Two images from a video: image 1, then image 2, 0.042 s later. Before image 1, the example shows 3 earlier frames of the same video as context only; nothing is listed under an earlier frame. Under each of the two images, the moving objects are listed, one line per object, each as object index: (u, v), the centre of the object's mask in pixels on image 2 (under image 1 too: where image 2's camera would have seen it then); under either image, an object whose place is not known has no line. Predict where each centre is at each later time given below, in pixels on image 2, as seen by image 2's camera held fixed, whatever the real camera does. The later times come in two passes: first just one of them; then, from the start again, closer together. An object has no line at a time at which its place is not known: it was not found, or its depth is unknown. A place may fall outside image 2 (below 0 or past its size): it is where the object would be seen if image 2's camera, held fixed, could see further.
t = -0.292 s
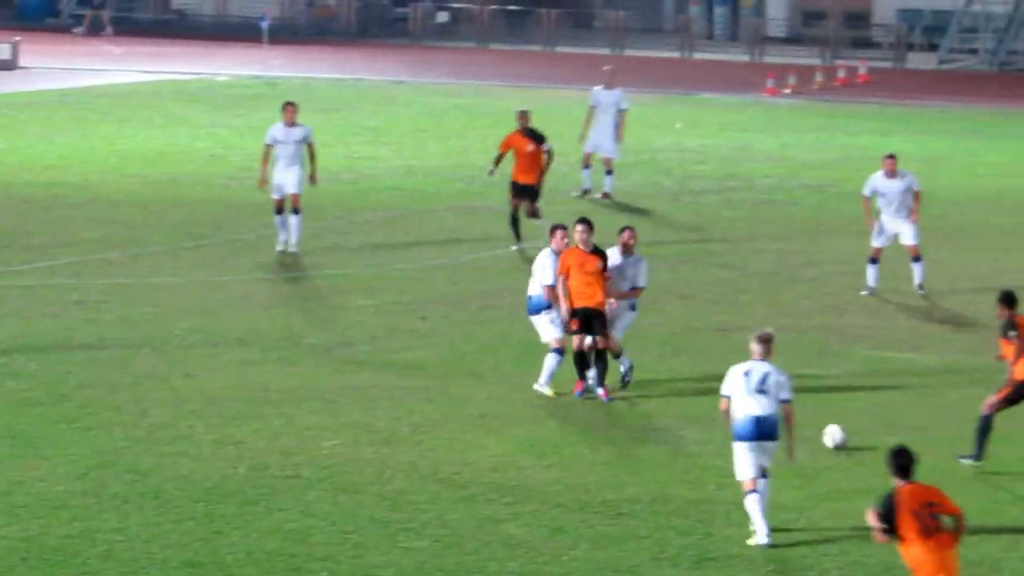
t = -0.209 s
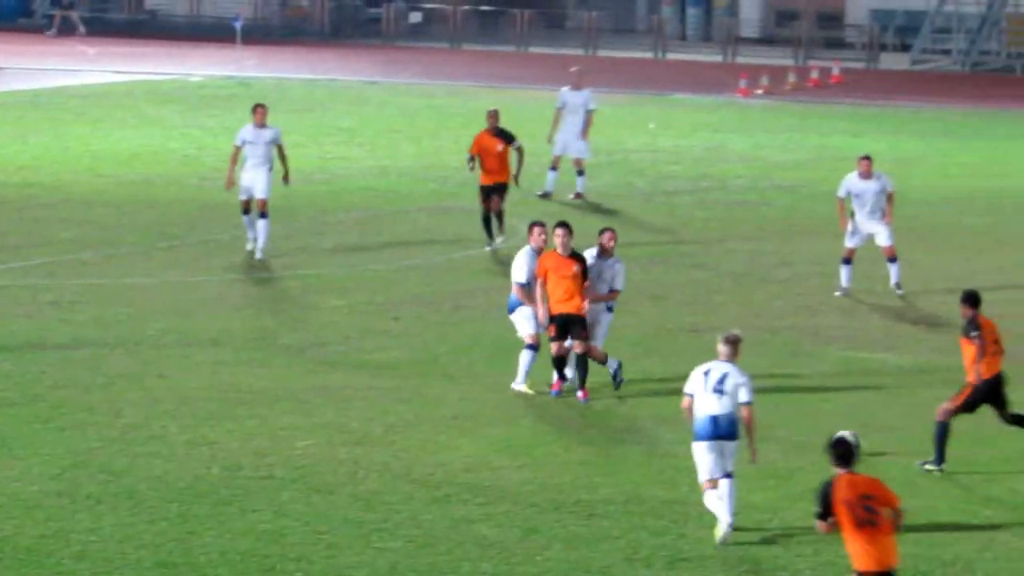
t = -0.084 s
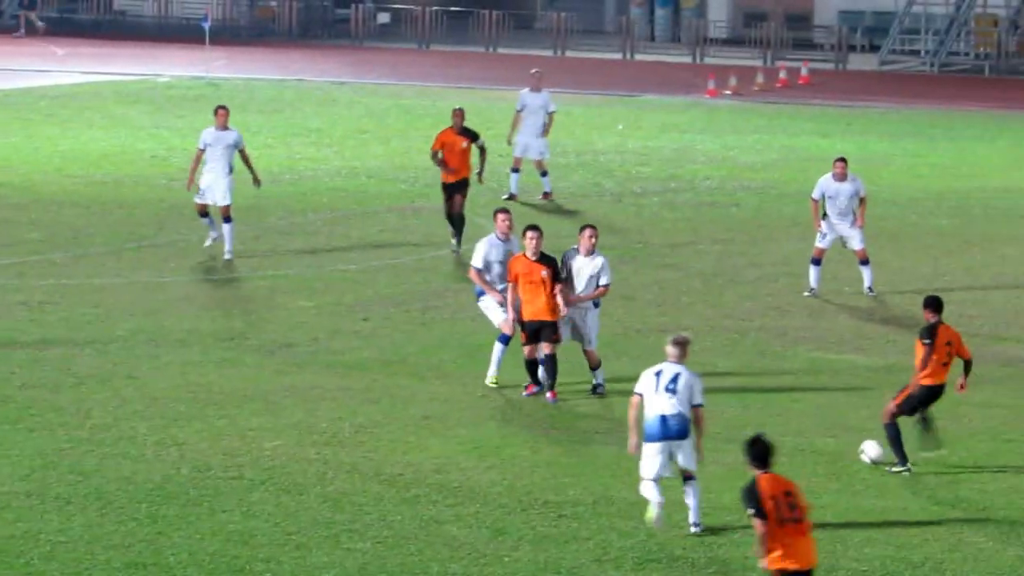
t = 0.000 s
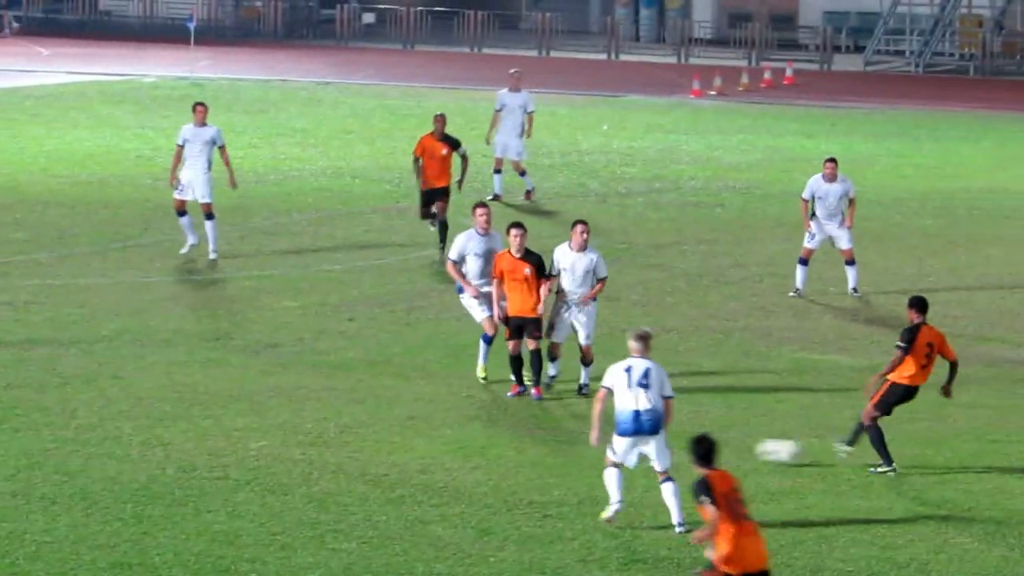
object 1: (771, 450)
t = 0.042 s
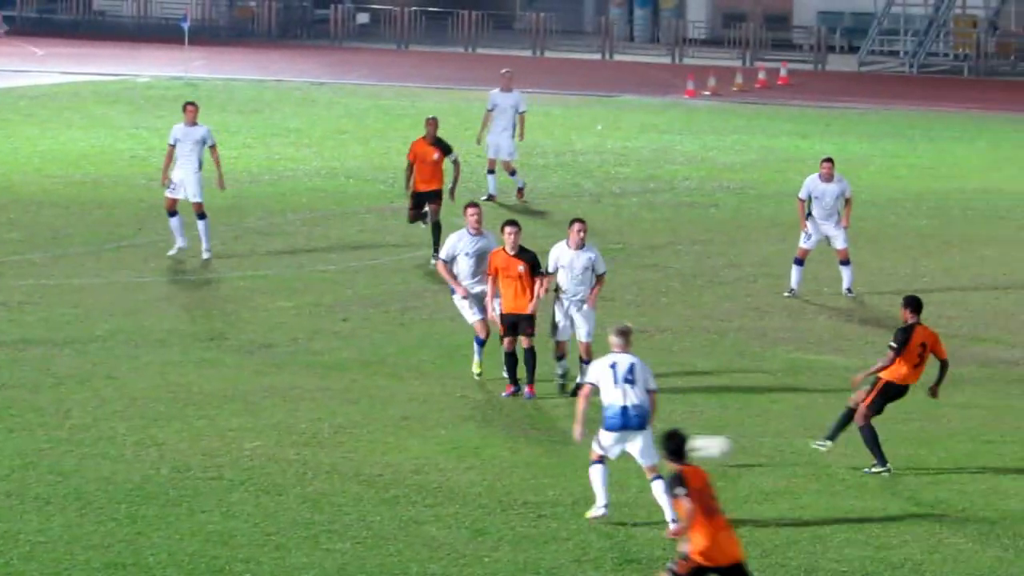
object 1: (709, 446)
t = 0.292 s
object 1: (339, 455)
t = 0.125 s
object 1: (569, 445)
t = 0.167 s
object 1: (517, 447)
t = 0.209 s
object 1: (454, 452)
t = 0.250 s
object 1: (395, 458)
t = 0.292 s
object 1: (339, 455)
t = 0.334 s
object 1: (284, 454)
